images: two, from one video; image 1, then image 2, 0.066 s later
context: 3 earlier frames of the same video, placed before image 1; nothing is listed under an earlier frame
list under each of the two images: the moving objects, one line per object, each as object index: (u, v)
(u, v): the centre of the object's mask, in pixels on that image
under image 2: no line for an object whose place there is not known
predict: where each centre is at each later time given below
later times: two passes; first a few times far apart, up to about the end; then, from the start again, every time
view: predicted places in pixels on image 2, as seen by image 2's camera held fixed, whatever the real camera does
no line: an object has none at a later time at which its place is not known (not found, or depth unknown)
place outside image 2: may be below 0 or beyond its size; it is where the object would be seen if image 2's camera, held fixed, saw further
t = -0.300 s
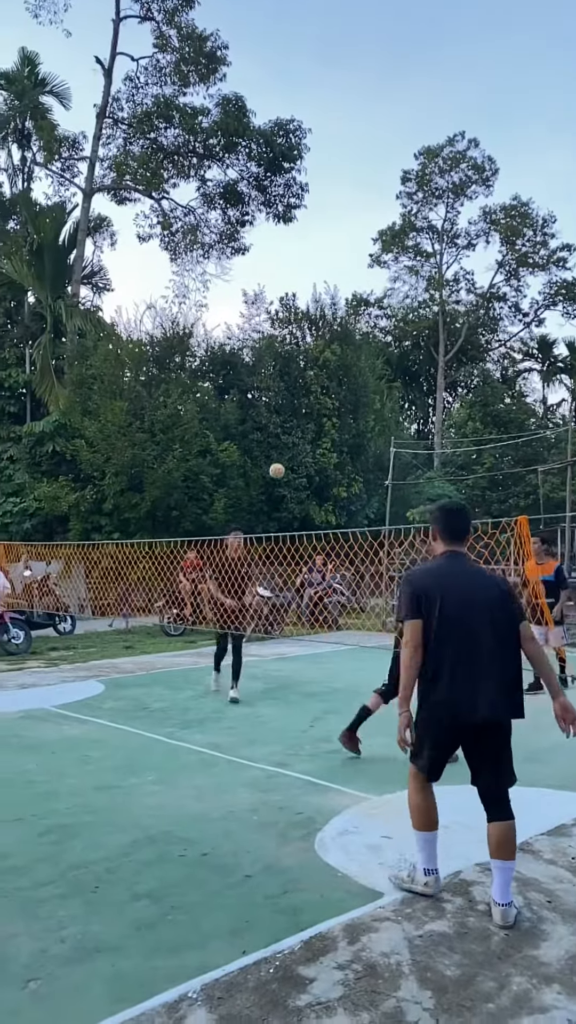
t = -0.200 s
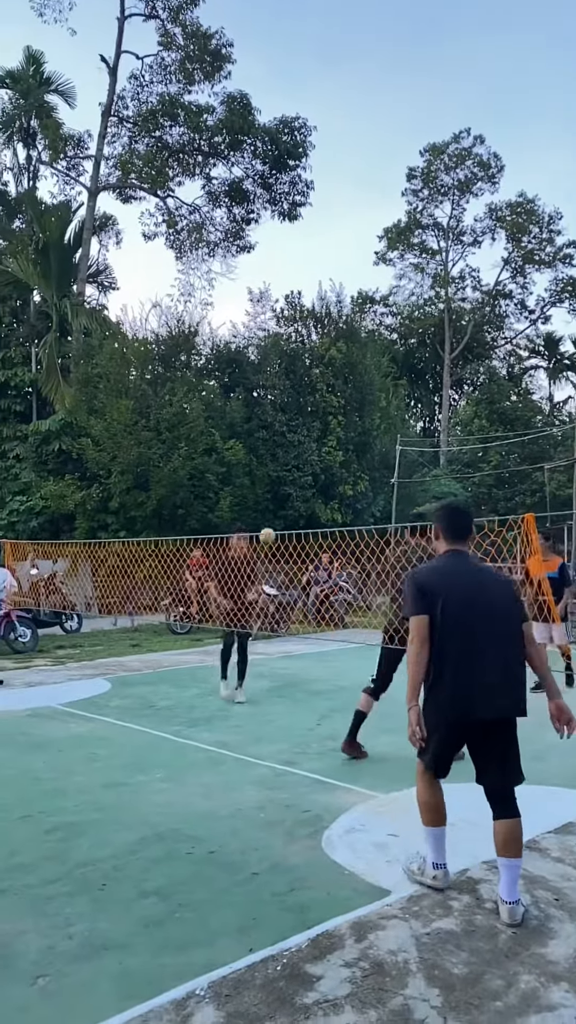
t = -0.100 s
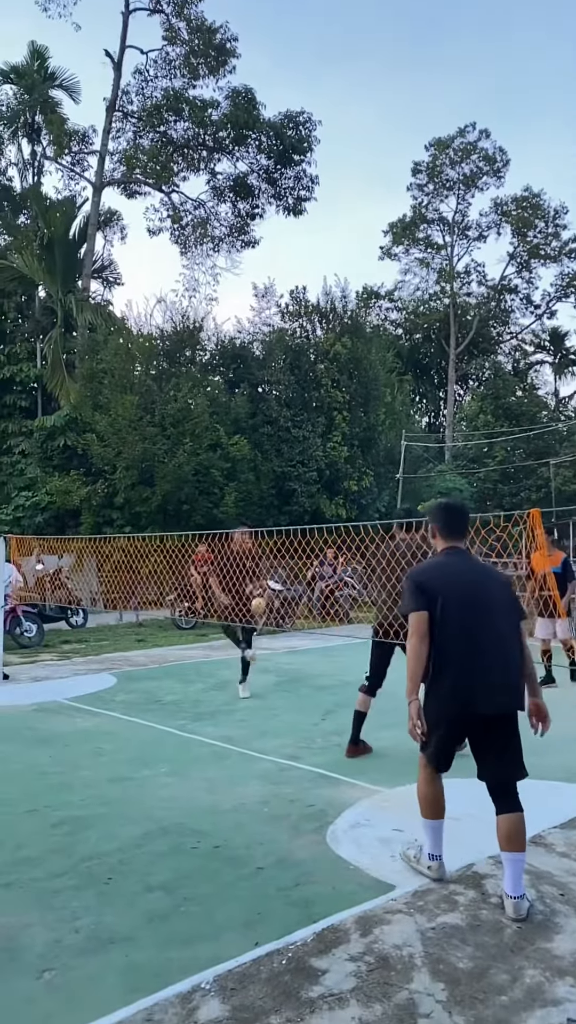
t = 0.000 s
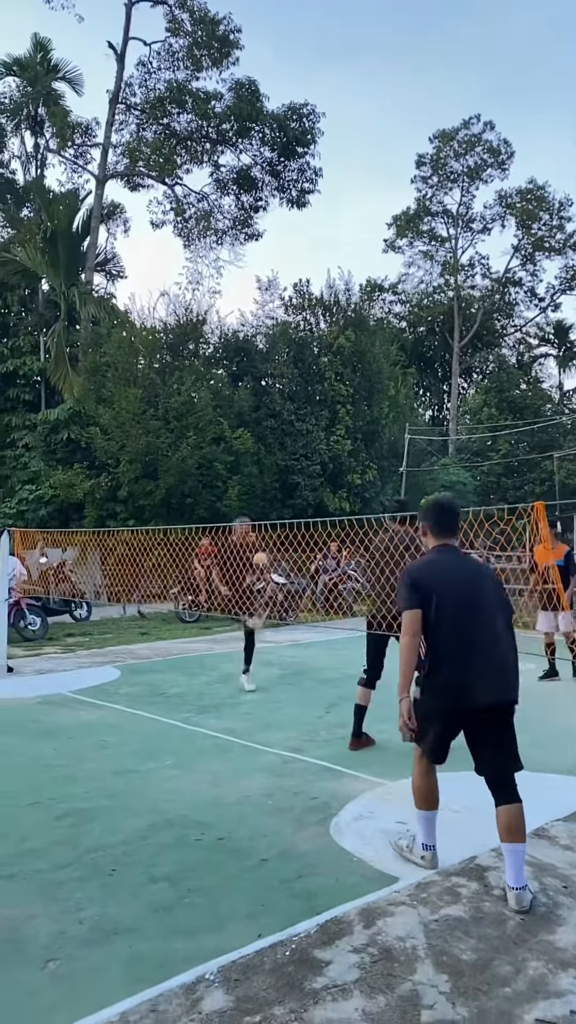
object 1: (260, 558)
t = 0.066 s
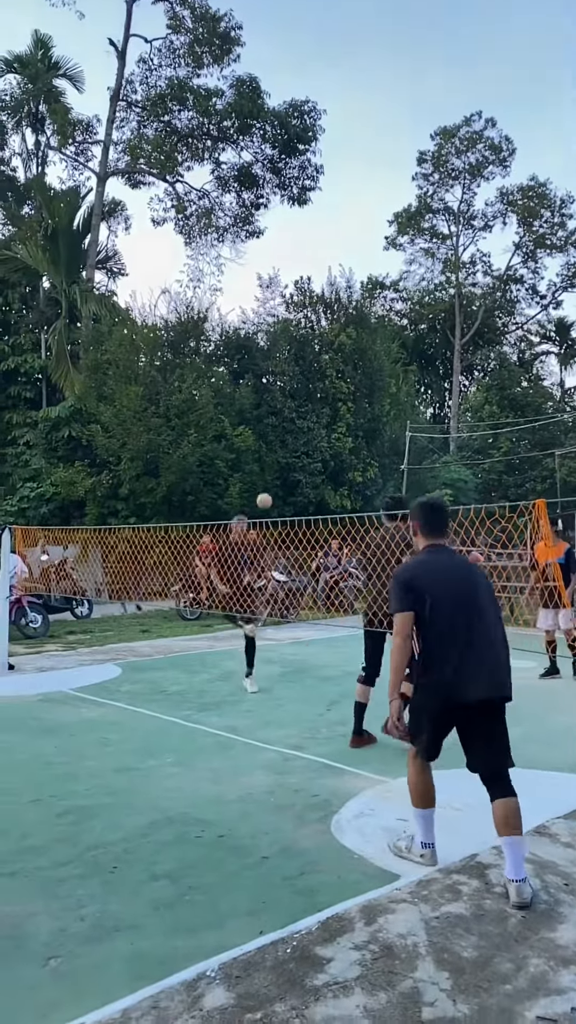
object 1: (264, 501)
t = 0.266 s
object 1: (272, 362)
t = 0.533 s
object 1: (283, 244)
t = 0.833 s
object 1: (296, 205)
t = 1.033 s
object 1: (307, 235)
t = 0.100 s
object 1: (265, 474)
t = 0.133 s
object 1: (267, 450)
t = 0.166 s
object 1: (268, 426)
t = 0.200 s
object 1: (270, 403)
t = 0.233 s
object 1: (271, 382)
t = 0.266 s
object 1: (272, 362)
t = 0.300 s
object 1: (273, 344)
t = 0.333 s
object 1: (275, 325)
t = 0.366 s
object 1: (276, 309)
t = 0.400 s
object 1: (277, 293)
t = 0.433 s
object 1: (278, 279)
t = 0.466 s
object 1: (280, 266)
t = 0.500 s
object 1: (282, 254)
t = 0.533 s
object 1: (283, 244)
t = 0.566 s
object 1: (285, 235)
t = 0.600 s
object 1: (286, 227)
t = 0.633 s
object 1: (288, 220)
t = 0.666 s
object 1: (289, 215)
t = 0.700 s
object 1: (290, 210)
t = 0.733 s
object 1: (292, 207)
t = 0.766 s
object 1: (294, 205)
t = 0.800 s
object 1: (295, 205)
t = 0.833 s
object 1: (296, 205)
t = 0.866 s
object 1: (298, 207)
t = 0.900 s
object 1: (300, 210)
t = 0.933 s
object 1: (302, 214)
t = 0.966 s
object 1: (303, 220)
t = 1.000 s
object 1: (305, 227)
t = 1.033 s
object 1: (307, 235)
